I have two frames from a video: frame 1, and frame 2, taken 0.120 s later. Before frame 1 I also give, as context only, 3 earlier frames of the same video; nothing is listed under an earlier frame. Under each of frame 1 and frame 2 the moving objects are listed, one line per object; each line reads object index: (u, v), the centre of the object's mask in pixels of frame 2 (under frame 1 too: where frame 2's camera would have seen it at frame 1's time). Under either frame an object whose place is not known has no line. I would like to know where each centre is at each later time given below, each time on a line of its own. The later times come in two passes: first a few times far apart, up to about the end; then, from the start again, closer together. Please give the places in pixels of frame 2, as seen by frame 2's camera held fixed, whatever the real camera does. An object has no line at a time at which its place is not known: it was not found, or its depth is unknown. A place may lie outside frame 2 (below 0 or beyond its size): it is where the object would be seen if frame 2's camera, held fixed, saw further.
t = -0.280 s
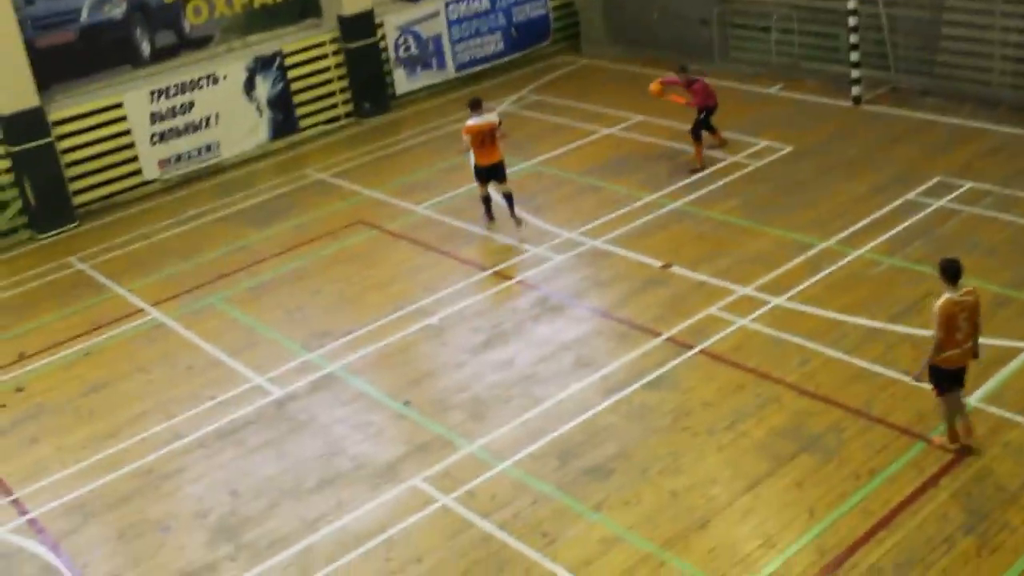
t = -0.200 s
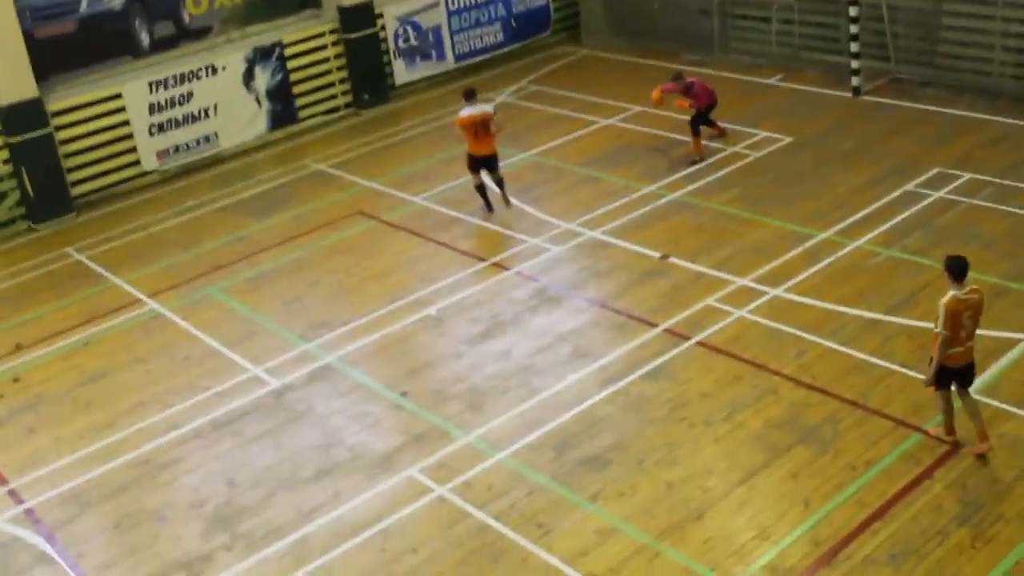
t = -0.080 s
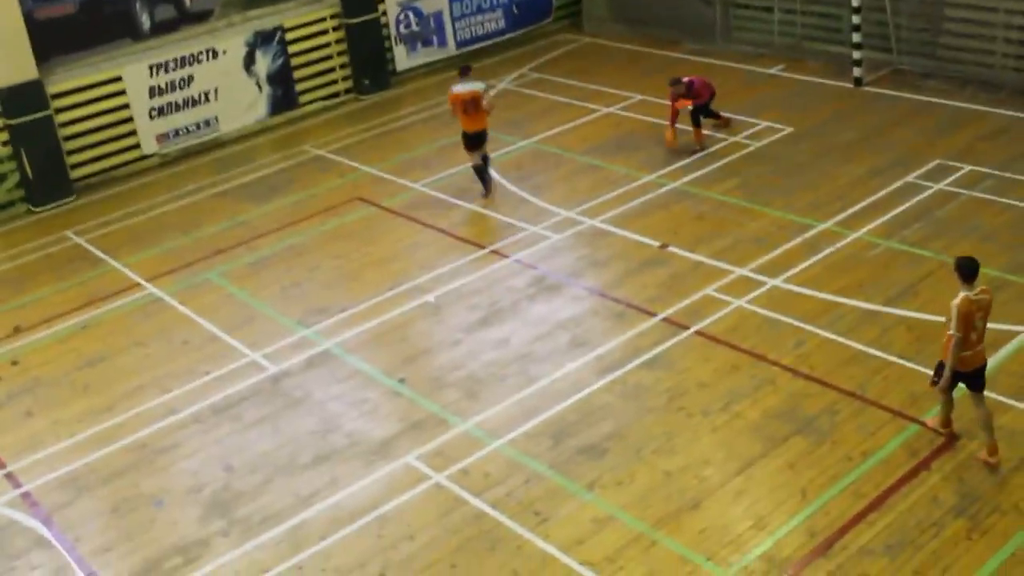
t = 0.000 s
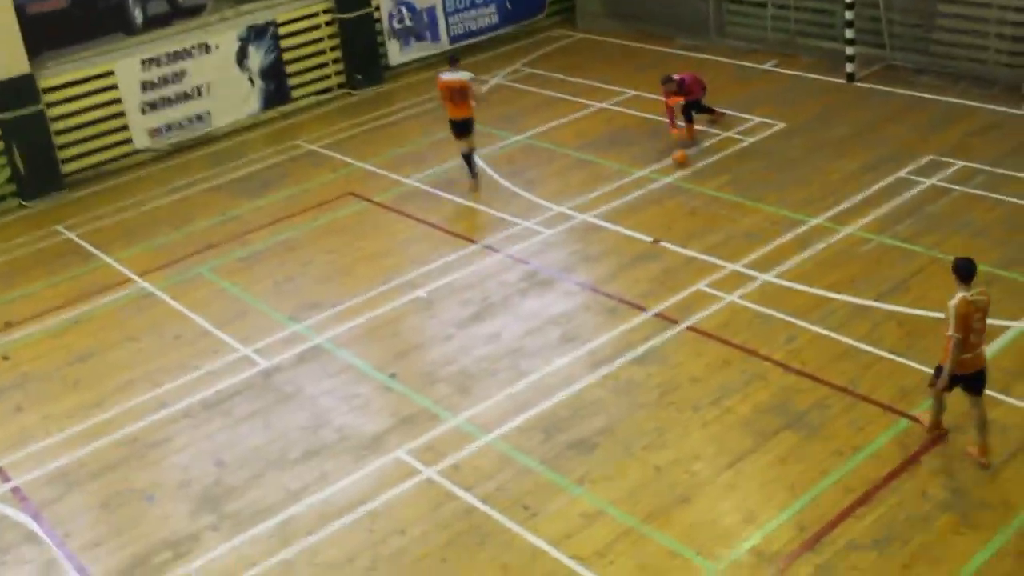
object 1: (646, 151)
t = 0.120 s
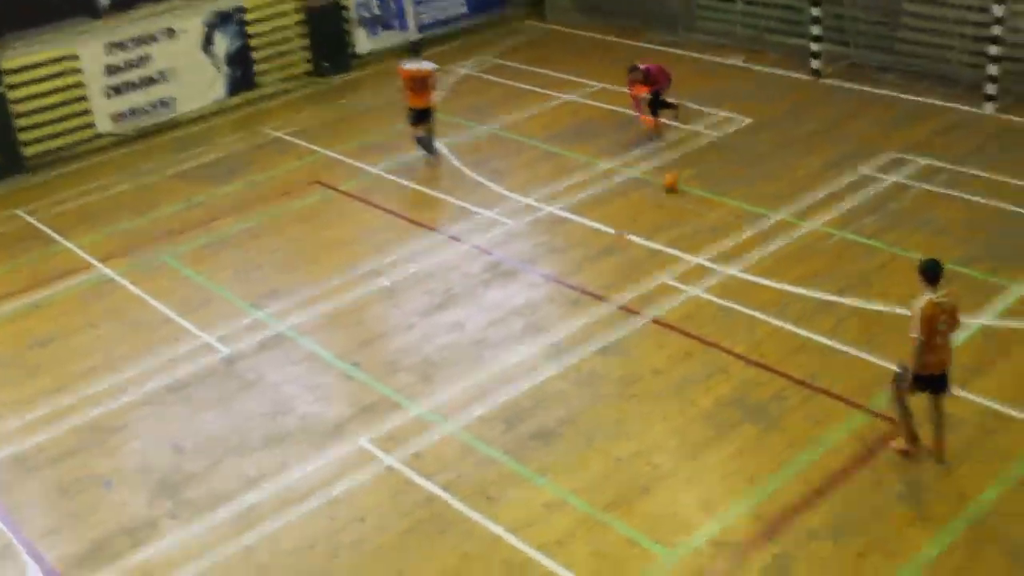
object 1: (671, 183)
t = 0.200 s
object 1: (685, 203)
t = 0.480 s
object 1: (740, 287)
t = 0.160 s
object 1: (678, 194)
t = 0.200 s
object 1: (685, 203)
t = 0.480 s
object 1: (740, 287)
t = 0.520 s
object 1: (750, 300)
